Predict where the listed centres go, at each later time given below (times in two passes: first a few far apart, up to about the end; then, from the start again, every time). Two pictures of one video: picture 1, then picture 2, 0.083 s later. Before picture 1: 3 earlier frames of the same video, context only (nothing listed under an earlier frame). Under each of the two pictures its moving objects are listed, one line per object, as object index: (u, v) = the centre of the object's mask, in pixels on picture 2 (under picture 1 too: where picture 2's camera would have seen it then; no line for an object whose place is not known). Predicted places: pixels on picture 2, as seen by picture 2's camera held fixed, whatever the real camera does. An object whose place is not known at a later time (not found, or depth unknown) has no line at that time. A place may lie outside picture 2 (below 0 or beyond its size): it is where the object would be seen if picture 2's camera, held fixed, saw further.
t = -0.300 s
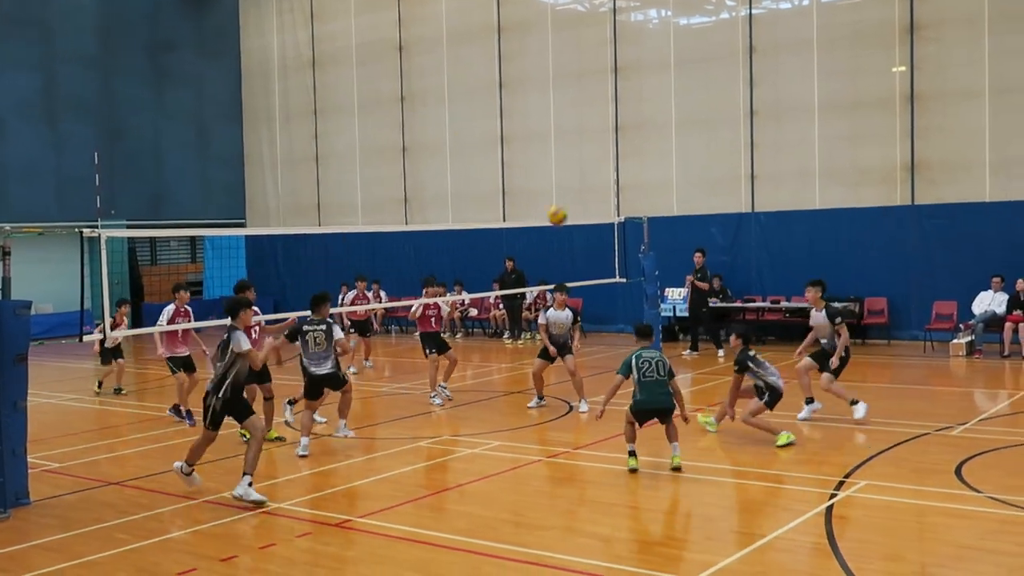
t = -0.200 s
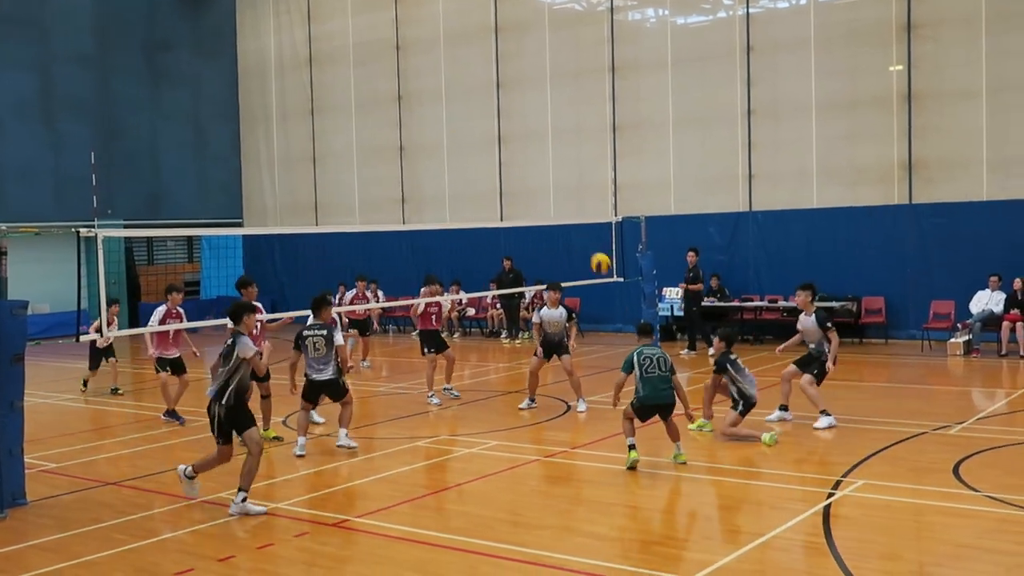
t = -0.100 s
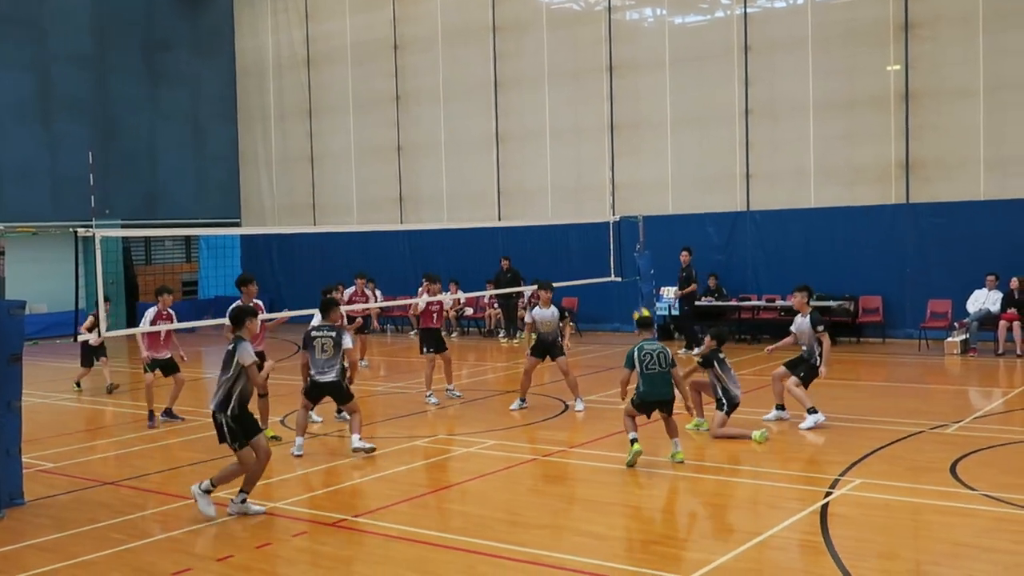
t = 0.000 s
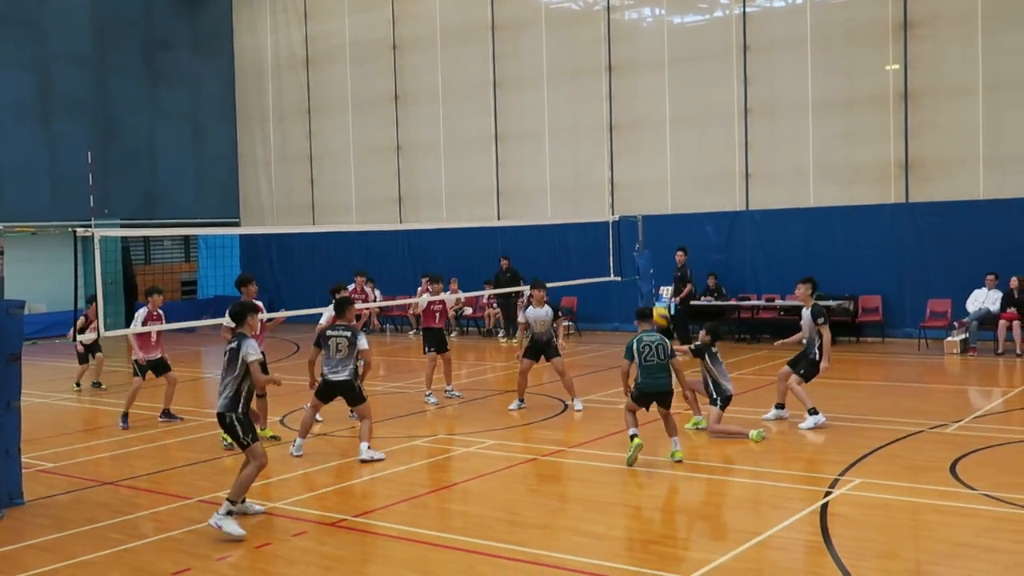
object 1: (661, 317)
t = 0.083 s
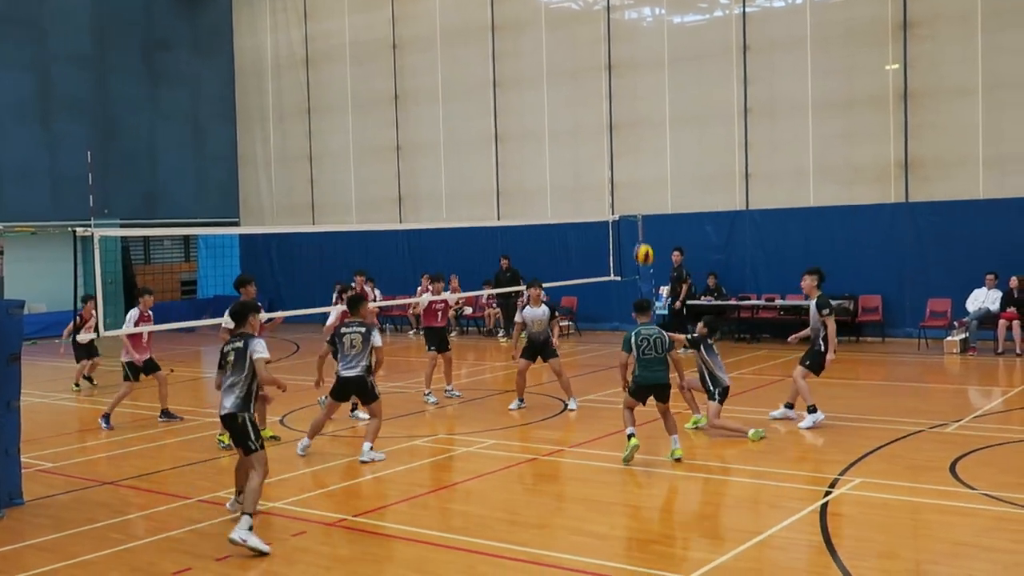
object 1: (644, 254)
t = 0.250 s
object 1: (614, 152)
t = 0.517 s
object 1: (574, 51)
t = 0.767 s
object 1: (541, 15)
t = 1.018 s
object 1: (512, 34)
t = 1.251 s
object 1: (514, 31)
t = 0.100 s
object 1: (641, 243)
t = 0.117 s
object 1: (638, 232)
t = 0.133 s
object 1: (635, 222)
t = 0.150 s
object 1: (632, 212)
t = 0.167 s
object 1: (629, 201)
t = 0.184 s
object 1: (625, 190)
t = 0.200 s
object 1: (623, 181)
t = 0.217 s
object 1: (620, 171)
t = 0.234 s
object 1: (617, 162)
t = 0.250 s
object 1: (614, 152)
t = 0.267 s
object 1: (612, 144)
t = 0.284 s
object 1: (609, 136)
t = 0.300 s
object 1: (606, 127)
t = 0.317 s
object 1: (604, 120)
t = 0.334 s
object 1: (601, 113)
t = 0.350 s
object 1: (599, 106)
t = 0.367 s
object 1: (596, 99)
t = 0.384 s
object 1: (593, 92)
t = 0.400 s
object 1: (591, 86)
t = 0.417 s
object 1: (588, 80)
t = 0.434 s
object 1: (586, 74)
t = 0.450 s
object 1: (583, 69)
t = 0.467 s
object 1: (581, 65)
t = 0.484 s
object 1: (579, 60)
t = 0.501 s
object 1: (577, 55)
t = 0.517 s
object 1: (574, 51)
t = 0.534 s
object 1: (571, 46)
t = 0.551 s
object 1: (569, 43)
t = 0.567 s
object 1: (567, 39)
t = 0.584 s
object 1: (564, 36)
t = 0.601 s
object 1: (562, 33)
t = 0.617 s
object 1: (560, 30)
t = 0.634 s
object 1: (557, 28)
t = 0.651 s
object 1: (555, 25)
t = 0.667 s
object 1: (553, 23)
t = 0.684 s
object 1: (551, 21)
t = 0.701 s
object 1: (549, 20)
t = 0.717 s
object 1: (547, 18)
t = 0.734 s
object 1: (545, 16)
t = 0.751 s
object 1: (543, 16)
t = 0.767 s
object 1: (541, 15)
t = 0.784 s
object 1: (539, 14)
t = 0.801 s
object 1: (537, 14)
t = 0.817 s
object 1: (535, 14)
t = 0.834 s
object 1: (533, 14)
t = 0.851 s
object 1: (531, 15)
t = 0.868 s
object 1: (529, 16)
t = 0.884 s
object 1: (527, 17)
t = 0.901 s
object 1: (525, 18)
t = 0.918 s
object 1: (523, 20)
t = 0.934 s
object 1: (522, 21)
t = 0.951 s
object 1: (519, 23)
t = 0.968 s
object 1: (518, 26)
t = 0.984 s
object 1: (516, 29)
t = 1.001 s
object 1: (514, 31)
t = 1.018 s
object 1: (512, 34)
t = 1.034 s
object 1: (510, 37)
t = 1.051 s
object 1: (508, 40)
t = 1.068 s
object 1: (506, 44)
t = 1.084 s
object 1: (504, 47)
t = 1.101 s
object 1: (503, 51)
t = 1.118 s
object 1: (501, 55)
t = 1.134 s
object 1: (499, 59)
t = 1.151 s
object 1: (497, 63)
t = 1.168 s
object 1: (496, 68)
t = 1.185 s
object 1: (495, 73)
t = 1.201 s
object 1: (493, 78)
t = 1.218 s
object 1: (492, 84)
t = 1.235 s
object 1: (490, 89)
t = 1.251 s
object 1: (514, 31)
